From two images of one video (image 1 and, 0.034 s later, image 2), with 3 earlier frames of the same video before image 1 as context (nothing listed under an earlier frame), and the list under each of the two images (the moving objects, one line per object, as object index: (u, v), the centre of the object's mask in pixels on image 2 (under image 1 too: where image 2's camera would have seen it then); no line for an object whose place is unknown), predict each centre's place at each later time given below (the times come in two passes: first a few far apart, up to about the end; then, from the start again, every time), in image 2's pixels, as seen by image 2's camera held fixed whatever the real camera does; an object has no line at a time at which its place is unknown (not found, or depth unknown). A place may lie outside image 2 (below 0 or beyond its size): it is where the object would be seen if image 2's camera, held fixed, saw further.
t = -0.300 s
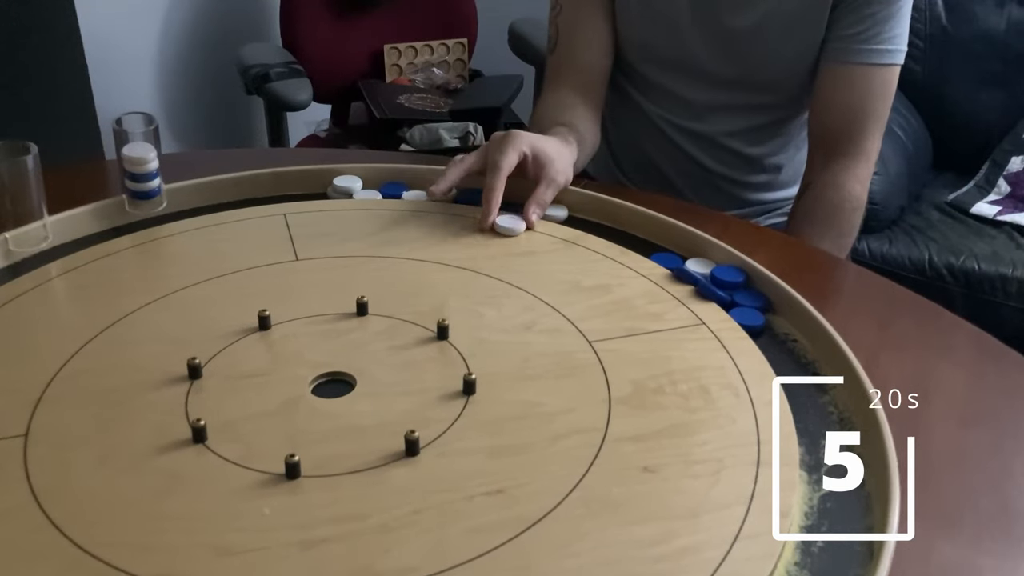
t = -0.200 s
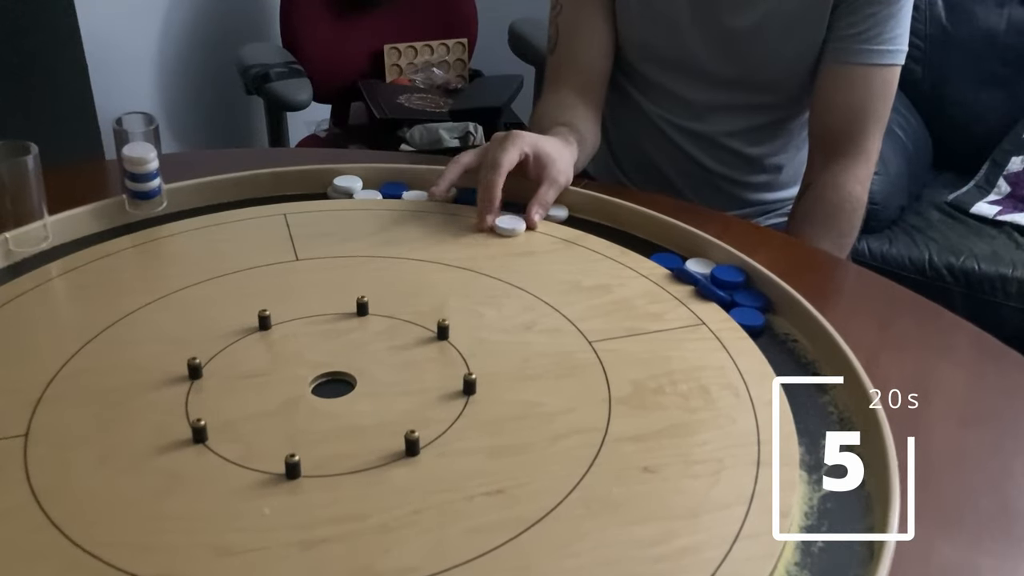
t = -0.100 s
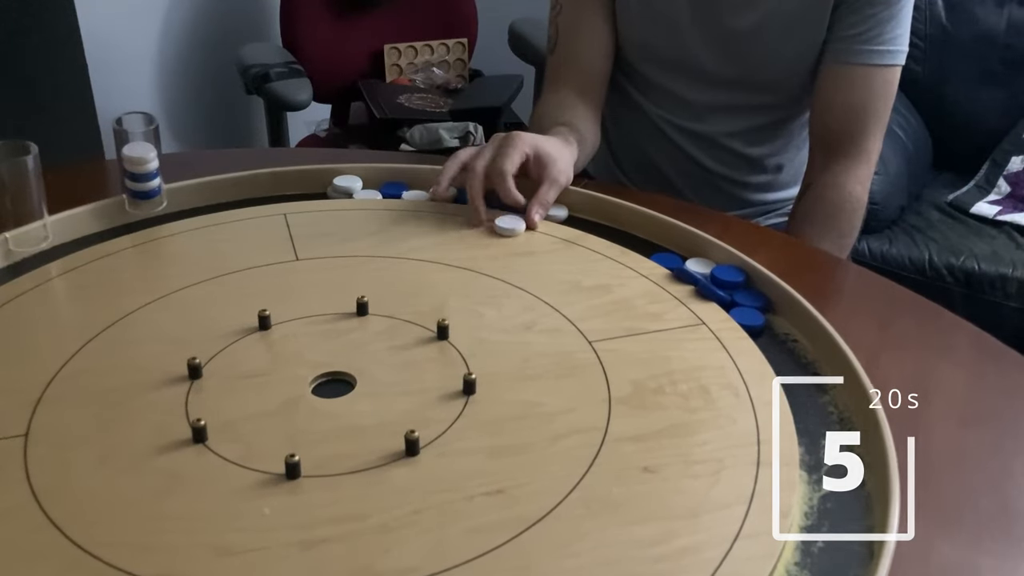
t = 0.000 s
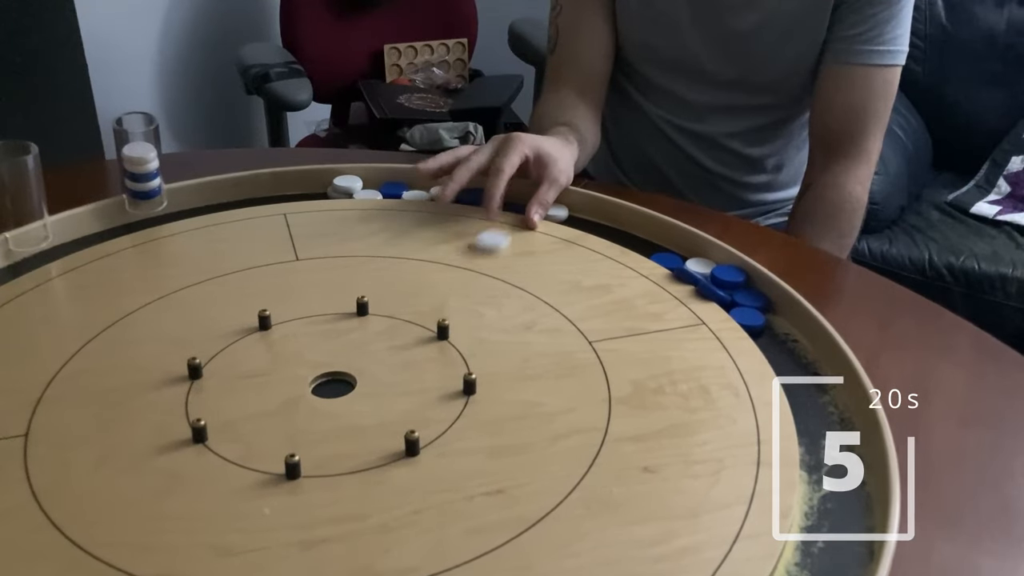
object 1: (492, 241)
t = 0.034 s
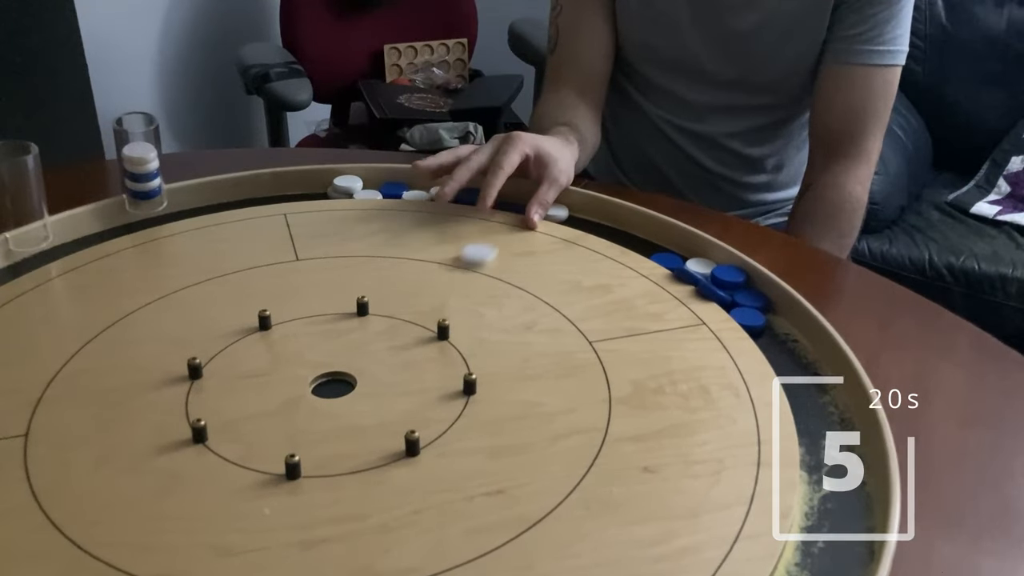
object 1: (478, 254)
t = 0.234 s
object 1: (384, 338)
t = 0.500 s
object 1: (332, 383)
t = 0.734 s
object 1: (331, 383)
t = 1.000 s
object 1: (331, 383)
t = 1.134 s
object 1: (332, 383)
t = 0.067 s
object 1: (463, 267)
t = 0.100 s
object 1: (447, 281)
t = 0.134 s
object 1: (431, 295)
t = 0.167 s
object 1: (415, 309)
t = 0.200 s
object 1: (400, 324)
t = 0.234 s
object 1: (384, 338)
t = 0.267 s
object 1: (369, 352)
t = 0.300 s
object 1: (355, 365)
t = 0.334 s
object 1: (338, 379)
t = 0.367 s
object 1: (328, 382)
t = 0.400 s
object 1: (325, 379)
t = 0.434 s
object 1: (326, 381)
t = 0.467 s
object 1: (330, 381)
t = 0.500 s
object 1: (332, 383)
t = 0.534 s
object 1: (331, 384)
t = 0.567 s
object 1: (331, 383)
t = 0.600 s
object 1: (331, 383)
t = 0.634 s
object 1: (331, 383)
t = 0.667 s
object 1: (331, 383)
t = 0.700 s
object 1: (331, 383)
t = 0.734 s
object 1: (331, 383)
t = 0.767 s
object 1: (331, 383)
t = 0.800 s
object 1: (331, 383)
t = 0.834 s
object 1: (331, 383)
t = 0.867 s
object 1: (331, 383)
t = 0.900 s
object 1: (331, 383)
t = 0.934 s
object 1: (331, 383)
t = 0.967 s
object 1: (331, 383)
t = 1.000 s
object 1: (331, 383)
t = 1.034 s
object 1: (332, 383)
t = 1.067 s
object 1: (331, 383)
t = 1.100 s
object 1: (332, 383)
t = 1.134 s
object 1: (332, 383)
